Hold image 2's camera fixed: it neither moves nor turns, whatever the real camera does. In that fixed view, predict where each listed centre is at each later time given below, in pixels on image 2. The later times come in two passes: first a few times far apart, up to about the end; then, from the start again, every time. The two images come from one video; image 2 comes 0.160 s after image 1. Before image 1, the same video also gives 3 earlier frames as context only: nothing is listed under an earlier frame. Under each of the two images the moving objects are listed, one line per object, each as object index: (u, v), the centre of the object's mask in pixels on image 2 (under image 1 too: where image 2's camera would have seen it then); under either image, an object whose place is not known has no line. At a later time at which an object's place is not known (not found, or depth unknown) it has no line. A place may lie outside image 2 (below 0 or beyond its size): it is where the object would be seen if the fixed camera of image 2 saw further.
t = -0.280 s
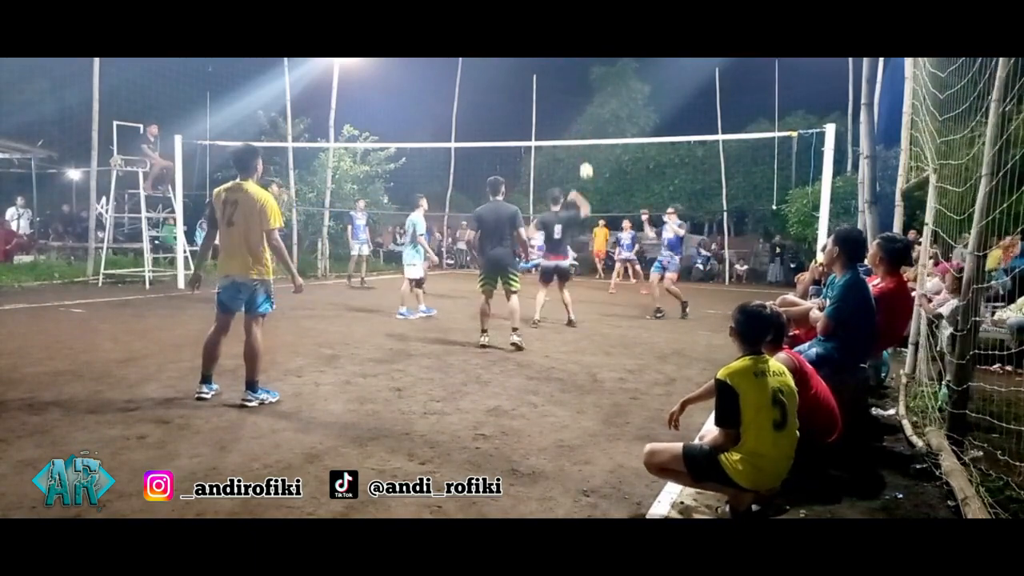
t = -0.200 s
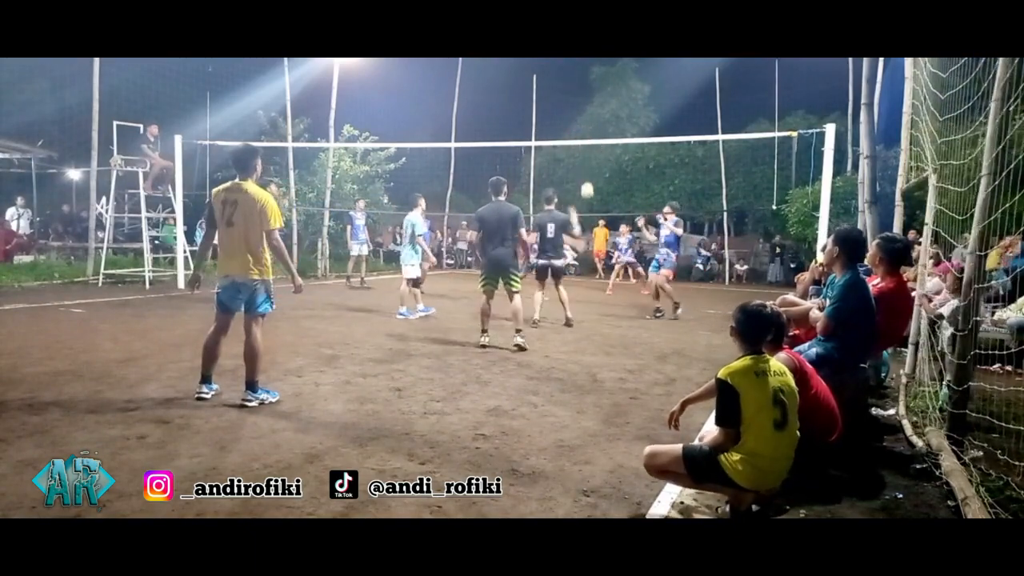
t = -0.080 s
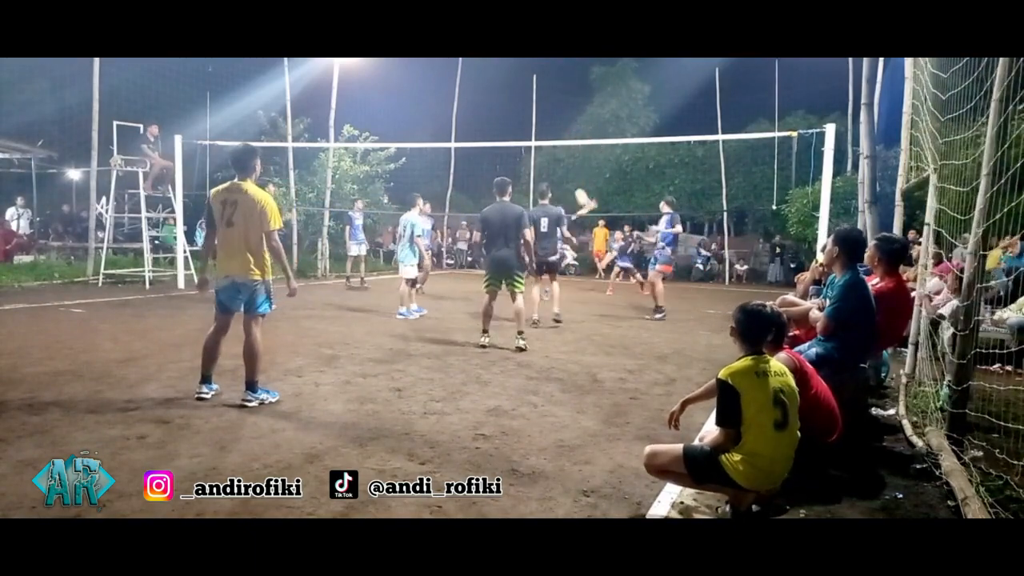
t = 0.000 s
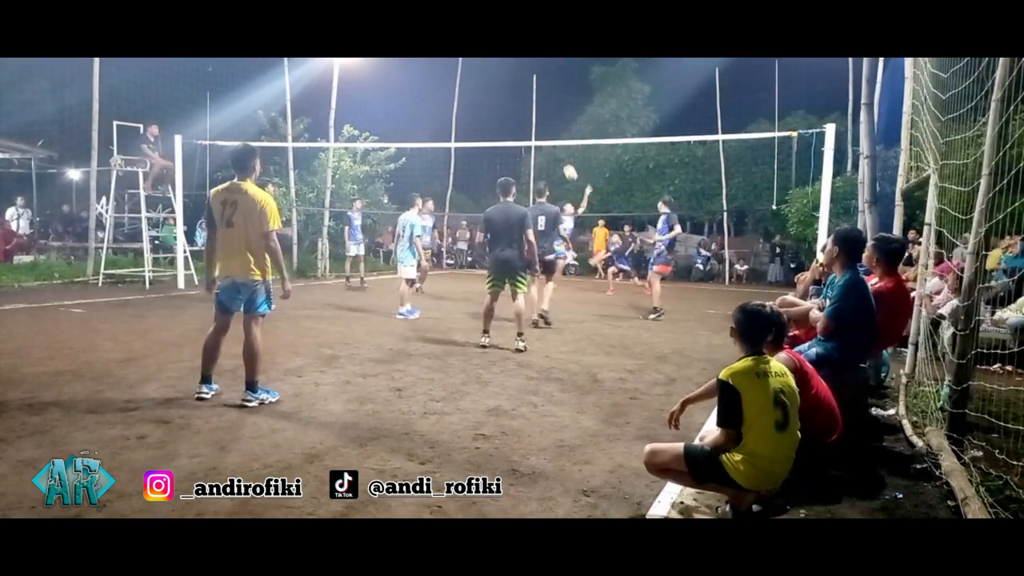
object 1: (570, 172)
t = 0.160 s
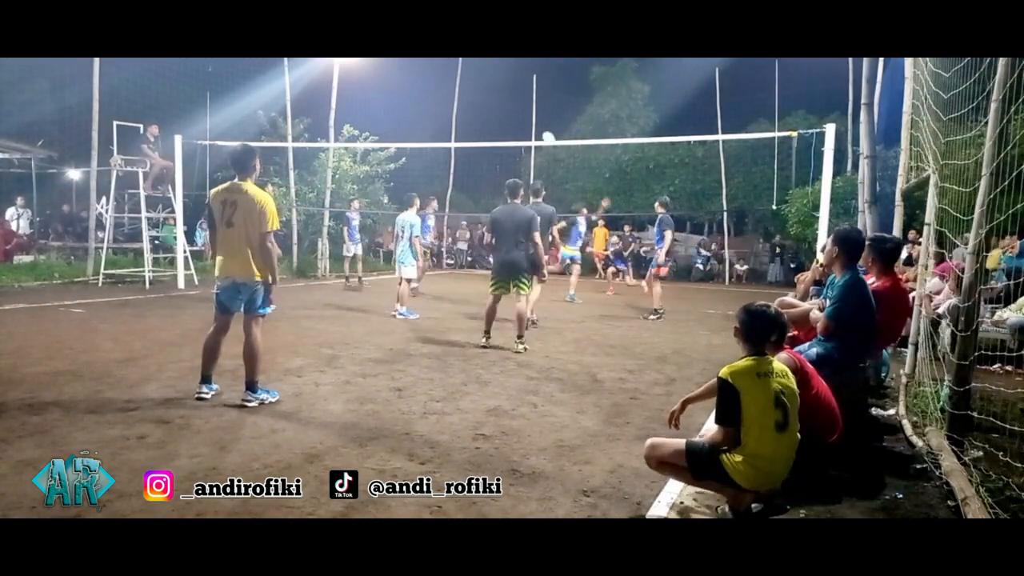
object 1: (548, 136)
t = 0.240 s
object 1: (539, 127)
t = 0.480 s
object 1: (511, 118)
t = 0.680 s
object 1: (492, 131)
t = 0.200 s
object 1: (543, 132)
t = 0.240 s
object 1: (539, 127)
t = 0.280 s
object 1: (534, 123)
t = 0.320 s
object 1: (529, 120)
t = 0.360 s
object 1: (524, 119)
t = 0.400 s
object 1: (520, 118)
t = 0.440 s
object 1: (515, 117)
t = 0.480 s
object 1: (511, 118)
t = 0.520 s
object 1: (507, 119)
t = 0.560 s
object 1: (503, 121)
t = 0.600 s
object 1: (499, 124)
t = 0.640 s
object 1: (495, 127)
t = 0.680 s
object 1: (492, 131)
